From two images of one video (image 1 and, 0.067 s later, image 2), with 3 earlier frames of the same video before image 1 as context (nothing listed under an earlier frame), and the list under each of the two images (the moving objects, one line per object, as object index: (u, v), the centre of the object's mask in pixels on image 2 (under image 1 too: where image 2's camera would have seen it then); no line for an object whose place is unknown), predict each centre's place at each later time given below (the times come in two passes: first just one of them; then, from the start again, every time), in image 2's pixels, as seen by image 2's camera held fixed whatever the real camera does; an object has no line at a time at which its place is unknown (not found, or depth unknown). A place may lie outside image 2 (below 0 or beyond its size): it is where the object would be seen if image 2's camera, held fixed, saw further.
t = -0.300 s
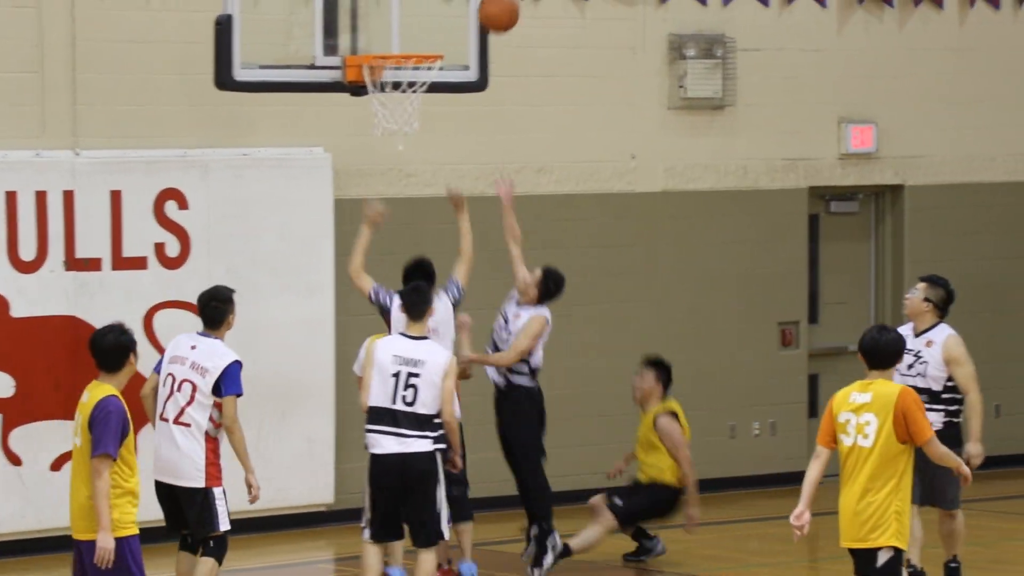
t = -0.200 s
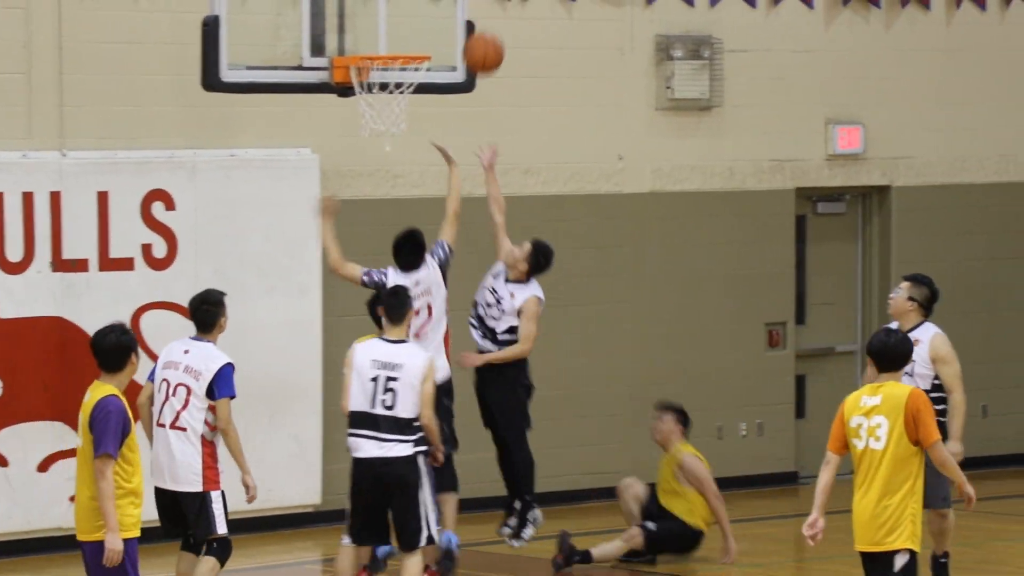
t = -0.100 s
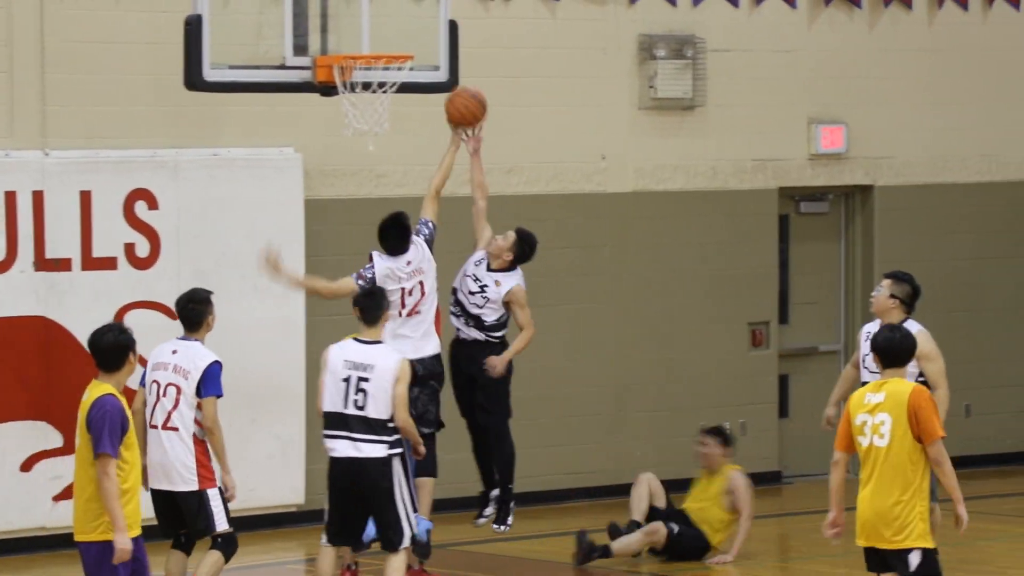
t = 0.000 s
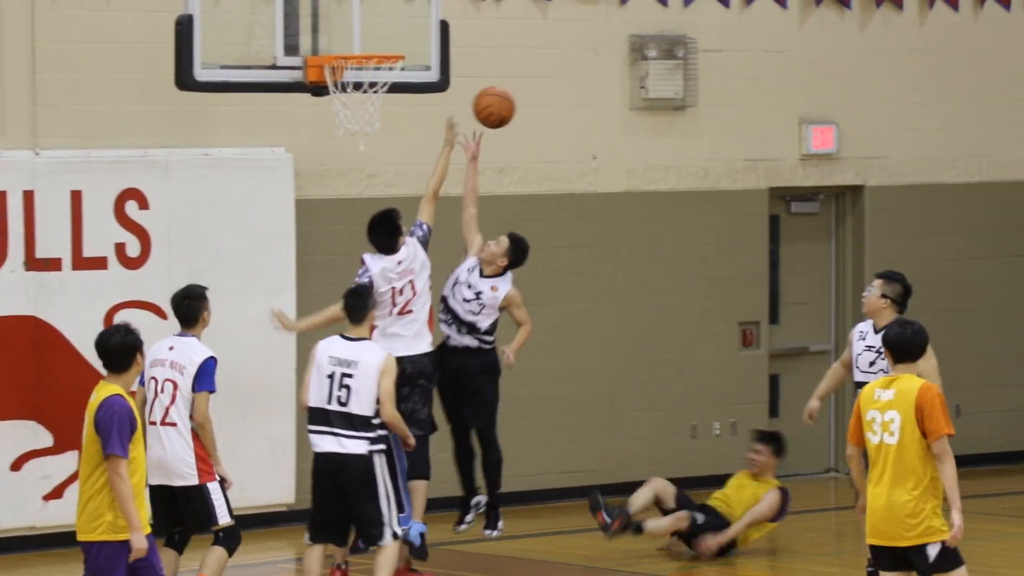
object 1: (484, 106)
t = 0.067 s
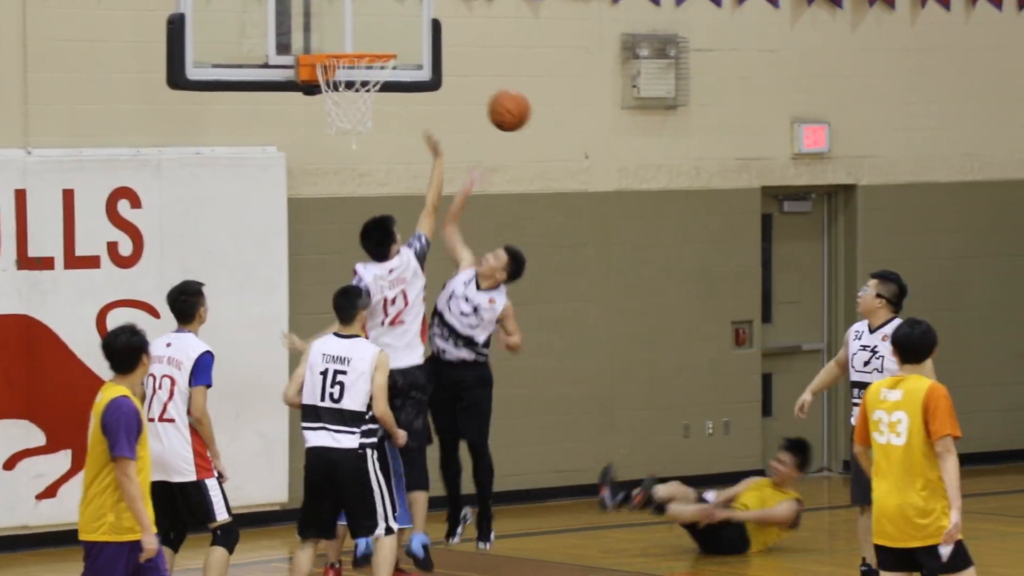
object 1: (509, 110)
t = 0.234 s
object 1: (566, 155)
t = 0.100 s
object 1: (521, 116)
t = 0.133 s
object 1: (533, 122)
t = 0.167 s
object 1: (544, 131)
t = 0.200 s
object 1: (555, 142)
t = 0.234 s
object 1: (566, 155)
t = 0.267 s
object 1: (578, 170)
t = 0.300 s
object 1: (589, 188)
